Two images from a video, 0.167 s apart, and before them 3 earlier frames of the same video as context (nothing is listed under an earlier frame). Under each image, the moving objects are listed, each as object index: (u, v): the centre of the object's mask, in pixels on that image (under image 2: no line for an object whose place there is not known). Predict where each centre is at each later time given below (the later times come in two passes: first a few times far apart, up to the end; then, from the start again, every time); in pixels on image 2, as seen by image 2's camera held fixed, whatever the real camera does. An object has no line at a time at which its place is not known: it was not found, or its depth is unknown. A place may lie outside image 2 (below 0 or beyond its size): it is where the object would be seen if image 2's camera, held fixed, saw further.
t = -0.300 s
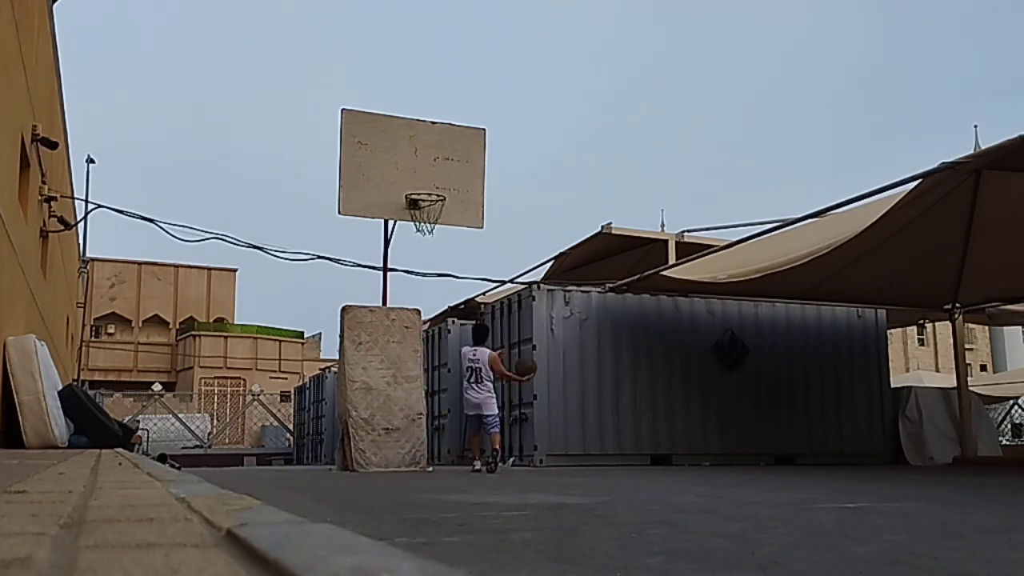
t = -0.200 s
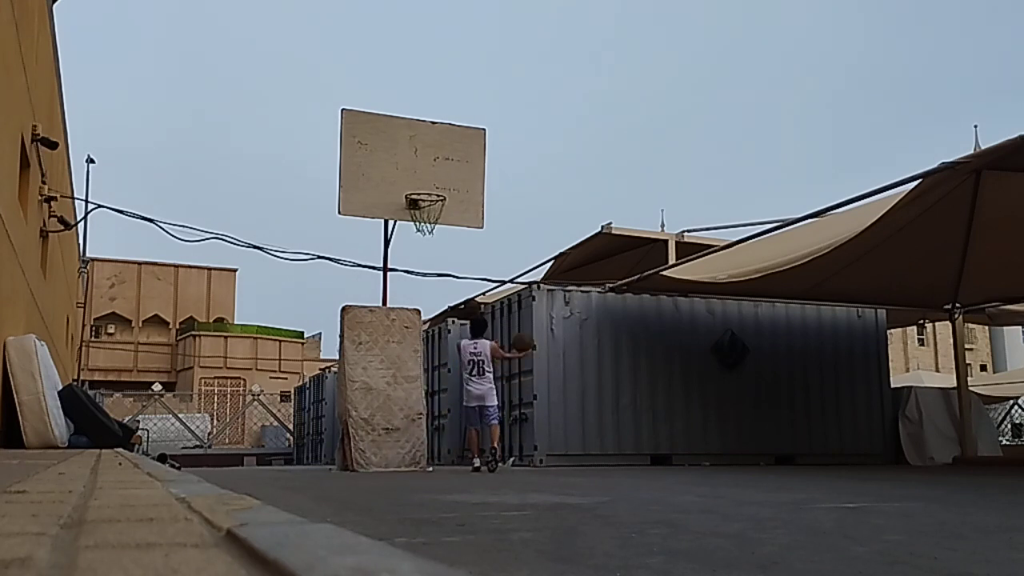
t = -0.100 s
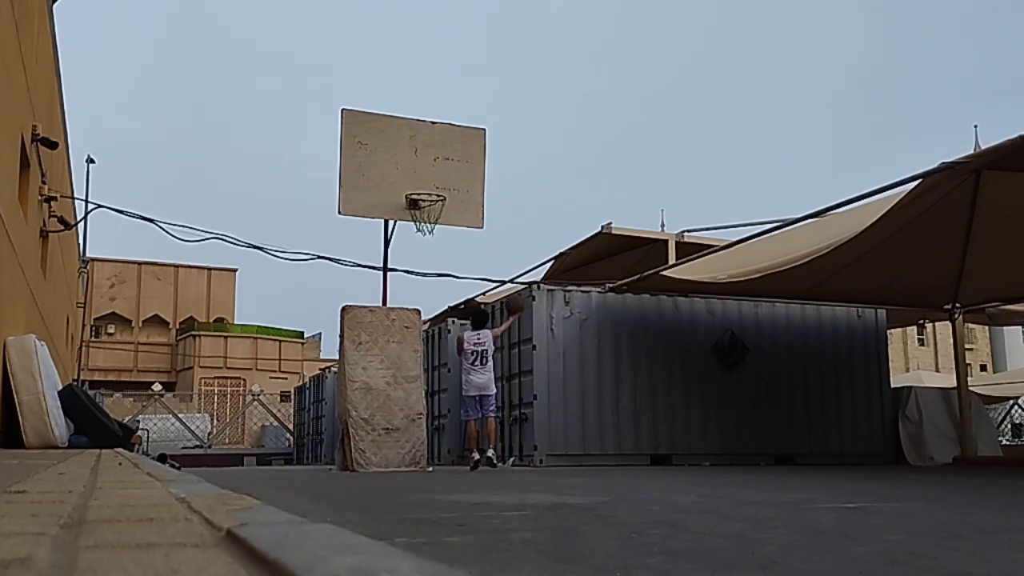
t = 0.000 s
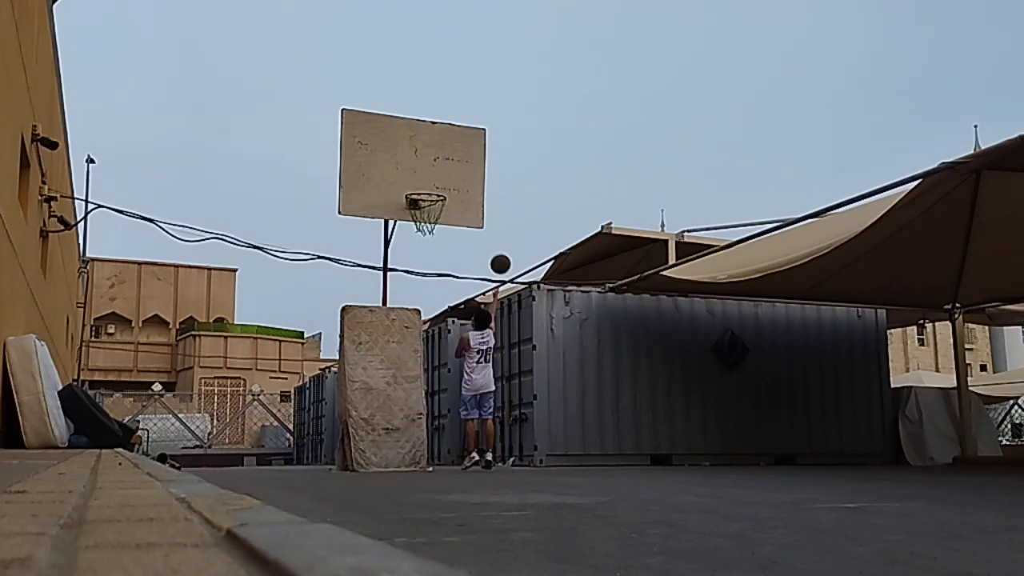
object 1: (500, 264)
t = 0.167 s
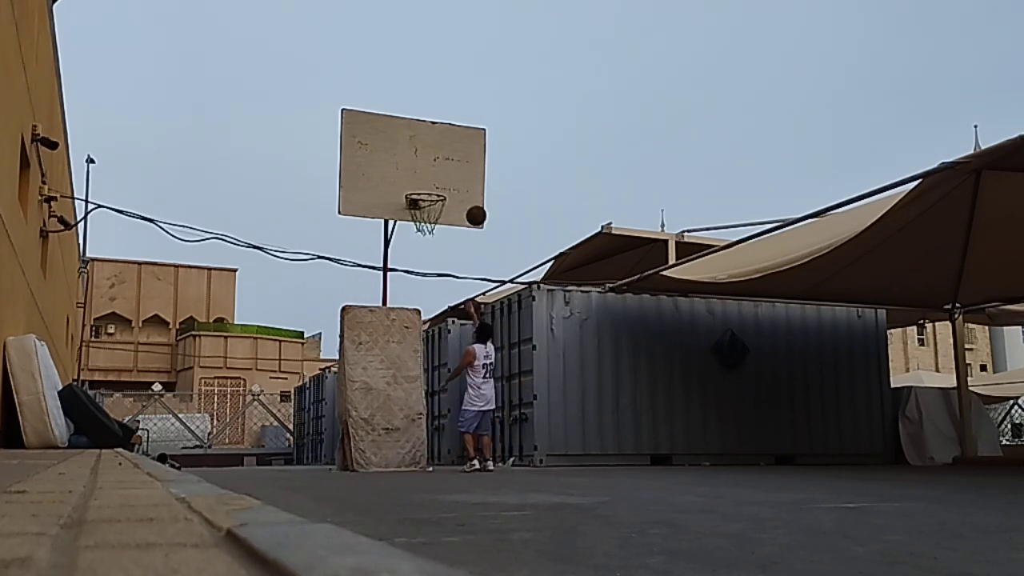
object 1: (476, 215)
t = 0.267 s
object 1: (462, 198)
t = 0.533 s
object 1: (428, 187)
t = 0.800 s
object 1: (431, 201)
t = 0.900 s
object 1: (432, 219)
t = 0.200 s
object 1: (471, 208)
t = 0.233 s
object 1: (466, 203)
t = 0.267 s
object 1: (462, 198)
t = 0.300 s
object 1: (457, 193)
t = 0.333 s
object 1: (452, 190)
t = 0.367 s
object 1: (447, 188)
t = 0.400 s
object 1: (443, 186)
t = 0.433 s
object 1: (438, 186)
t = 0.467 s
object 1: (433, 186)
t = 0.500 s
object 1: (429, 187)
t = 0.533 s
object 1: (428, 187)
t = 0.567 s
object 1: (428, 188)
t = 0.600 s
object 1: (428, 189)
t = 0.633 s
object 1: (428, 188)
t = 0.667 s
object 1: (429, 189)
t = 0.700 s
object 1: (429, 190)
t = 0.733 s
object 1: (430, 193)
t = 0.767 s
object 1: (430, 196)
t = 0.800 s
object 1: (431, 201)
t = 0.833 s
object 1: (431, 207)
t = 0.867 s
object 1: (432, 213)
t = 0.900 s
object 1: (432, 219)
